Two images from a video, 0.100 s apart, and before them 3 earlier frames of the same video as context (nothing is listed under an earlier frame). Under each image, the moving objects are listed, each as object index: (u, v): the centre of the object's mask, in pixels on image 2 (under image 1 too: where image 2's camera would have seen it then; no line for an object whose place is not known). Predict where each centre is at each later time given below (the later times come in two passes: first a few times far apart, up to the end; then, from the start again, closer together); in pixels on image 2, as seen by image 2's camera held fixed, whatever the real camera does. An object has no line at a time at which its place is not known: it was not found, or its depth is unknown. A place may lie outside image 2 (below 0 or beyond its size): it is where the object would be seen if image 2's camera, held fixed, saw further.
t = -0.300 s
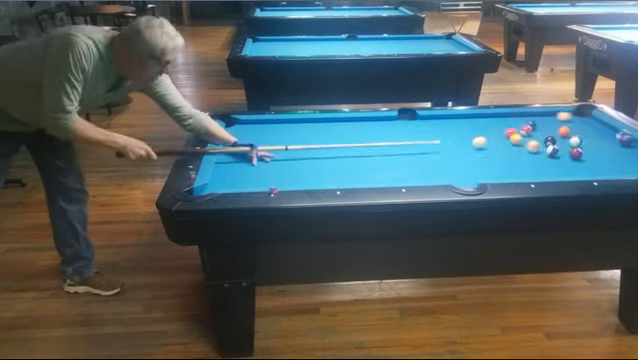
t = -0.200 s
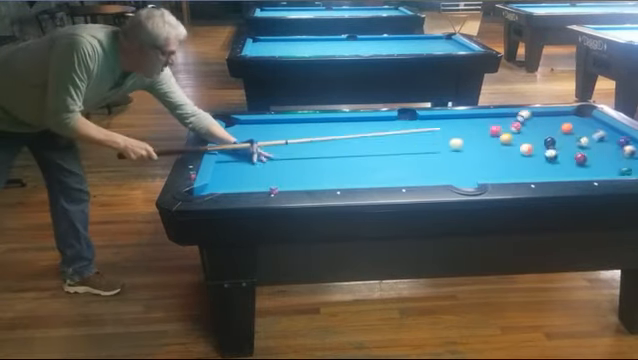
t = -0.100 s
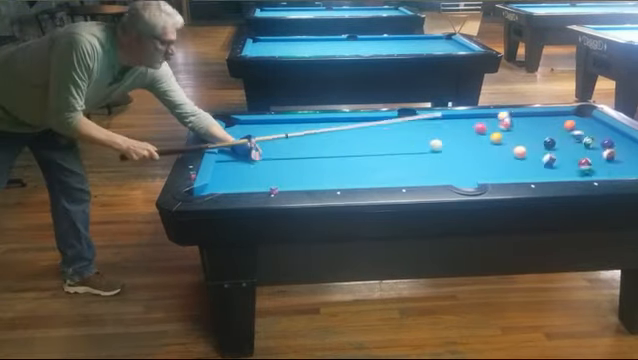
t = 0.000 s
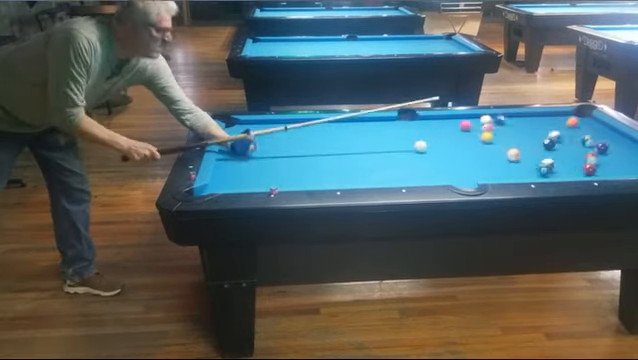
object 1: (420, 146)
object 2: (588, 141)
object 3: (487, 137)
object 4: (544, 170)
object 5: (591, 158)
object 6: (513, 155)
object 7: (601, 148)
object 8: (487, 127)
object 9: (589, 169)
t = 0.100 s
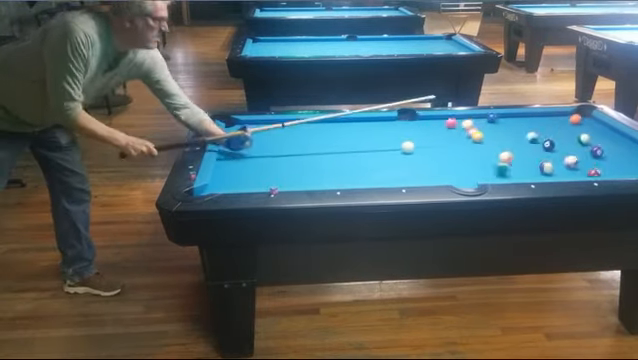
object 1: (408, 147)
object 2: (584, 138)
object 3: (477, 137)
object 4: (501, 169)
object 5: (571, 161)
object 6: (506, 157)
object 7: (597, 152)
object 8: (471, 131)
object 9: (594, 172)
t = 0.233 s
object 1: (391, 148)
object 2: (579, 137)
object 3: (465, 135)
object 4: (446, 169)
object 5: (546, 163)
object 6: (497, 161)
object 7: (590, 157)
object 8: (450, 135)
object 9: (581, 170)
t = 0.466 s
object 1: (363, 149)
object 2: (572, 132)
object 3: (445, 133)
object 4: (354, 167)
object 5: (506, 167)
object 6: (480, 168)
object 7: (578, 166)
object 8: (411, 142)
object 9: (559, 164)
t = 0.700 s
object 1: (332, 150)
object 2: (566, 130)
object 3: (427, 133)
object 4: (264, 166)
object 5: (469, 165)
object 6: (463, 174)
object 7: (565, 173)
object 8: (372, 149)
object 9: (539, 157)
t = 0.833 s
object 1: (307, 151)
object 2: (562, 127)
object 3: (417, 132)
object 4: (222, 163)
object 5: (448, 167)
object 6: (453, 178)
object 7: (553, 173)
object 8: (347, 153)
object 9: (528, 155)
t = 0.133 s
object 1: (404, 147)
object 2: (583, 137)
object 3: (474, 136)
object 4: (487, 170)
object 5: (565, 163)
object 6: (503, 158)
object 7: (595, 153)
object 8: (466, 132)
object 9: (592, 172)
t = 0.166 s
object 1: (399, 147)
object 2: (581, 137)
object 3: (471, 136)
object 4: (473, 169)
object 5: (558, 165)
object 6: (501, 159)
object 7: (593, 154)
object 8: (460, 133)
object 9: (588, 171)
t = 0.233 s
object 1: (391, 148)
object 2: (579, 137)
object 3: (465, 135)
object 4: (446, 169)
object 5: (546, 163)
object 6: (497, 161)
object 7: (590, 157)
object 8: (450, 135)
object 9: (581, 170)
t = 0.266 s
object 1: (387, 148)
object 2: (578, 135)
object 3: (462, 135)
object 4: (433, 169)
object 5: (539, 164)
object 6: (494, 162)
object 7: (588, 158)
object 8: (445, 136)
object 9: (578, 170)
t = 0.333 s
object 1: (379, 148)
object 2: (576, 135)
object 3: (456, 135)
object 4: (406, 169)
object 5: (529, 166)
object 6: (489, 164)
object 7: (585, 160)
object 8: (434, 138)
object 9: (572, 168)
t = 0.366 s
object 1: (375, 149)
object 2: (575, 134)
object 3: (454, 135)
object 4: (393, 168)
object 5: (523, 167)
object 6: (487, 165)
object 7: (583, 162)
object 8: (428, 139)
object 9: (568, 167)
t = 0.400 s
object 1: (371, 149)
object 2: (575, 134)
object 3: (451, 134)
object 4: (379, 168)
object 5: (518, 167)
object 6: (485, 166)
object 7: (582, 163)
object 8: (423, 140)
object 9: (565, 166)
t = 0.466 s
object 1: (363, 149)
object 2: (572, 132)
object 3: (445, 133)
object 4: (354, 167)
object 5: (506, 167)
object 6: (480, 168)
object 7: (578, 166)
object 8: (411, 142)
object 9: (559, 164)
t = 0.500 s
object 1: (360, 149)
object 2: (571, 132)
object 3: (441, 132)
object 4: (340, 167)
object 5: (501, 167)
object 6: (477, 169)
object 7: (576, 168)
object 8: (405, 143)
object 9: (556, 163)
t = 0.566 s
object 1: (352, 150)
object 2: (569, 131)
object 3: (438, 132)
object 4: (314, 167)
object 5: (491, 168)
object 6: (472, 171)
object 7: (572, 170)
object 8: (395, 145)
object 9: (550, 161)
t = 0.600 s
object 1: (347, 150)
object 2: (568, 131)
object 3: (435, 133)
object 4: (303, 166)
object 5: (485, 167)
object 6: (470, 172)
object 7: (571, 171)
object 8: (389, 146)
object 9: (547, 160)
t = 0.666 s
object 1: (338, 150)
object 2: (567, 131)
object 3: (429, 133)
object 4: (277, 166)
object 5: (474, 166)
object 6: (465, 174)
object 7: (567, 173)
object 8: (377, 148)
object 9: (542, 158)
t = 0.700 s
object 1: (332, 150)
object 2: (566, 130)
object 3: (427, 133)
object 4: (264, 166)
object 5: (469, 165)
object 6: (463, 174)
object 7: (565, 173)
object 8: (372, 149)
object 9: (539, 157)
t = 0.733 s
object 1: (326, 150)
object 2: (565, 129)
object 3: (424, 133)
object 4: (251, 165)
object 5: (464, 166)
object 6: (460, 176)
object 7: (563, 174)
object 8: (366, 150)
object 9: (536, 157)
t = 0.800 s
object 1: (314, 151)
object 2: (563, 128)
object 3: (419, 133)
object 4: (226, 165)
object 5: (452, 167)
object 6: (455, 177)
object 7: (557, 173)
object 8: (353, 152)
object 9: (531, 155)
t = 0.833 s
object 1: (307, 151)
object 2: (562, 127)
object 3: (417, 132)
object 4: (222, 163)
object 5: (448, 167)
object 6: (453, 178)
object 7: (553, 173)
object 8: (347, 153)
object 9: (528, 155)
